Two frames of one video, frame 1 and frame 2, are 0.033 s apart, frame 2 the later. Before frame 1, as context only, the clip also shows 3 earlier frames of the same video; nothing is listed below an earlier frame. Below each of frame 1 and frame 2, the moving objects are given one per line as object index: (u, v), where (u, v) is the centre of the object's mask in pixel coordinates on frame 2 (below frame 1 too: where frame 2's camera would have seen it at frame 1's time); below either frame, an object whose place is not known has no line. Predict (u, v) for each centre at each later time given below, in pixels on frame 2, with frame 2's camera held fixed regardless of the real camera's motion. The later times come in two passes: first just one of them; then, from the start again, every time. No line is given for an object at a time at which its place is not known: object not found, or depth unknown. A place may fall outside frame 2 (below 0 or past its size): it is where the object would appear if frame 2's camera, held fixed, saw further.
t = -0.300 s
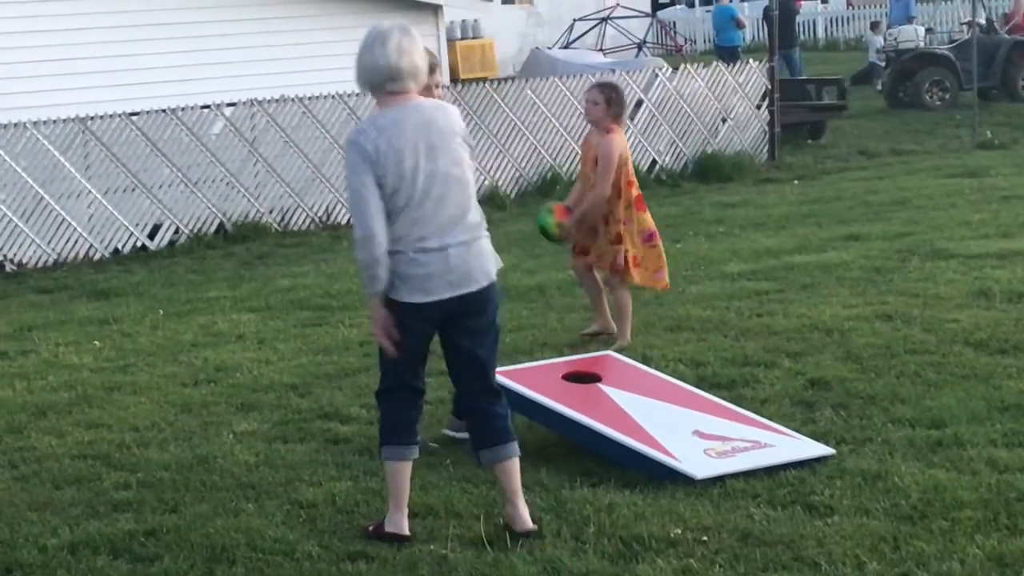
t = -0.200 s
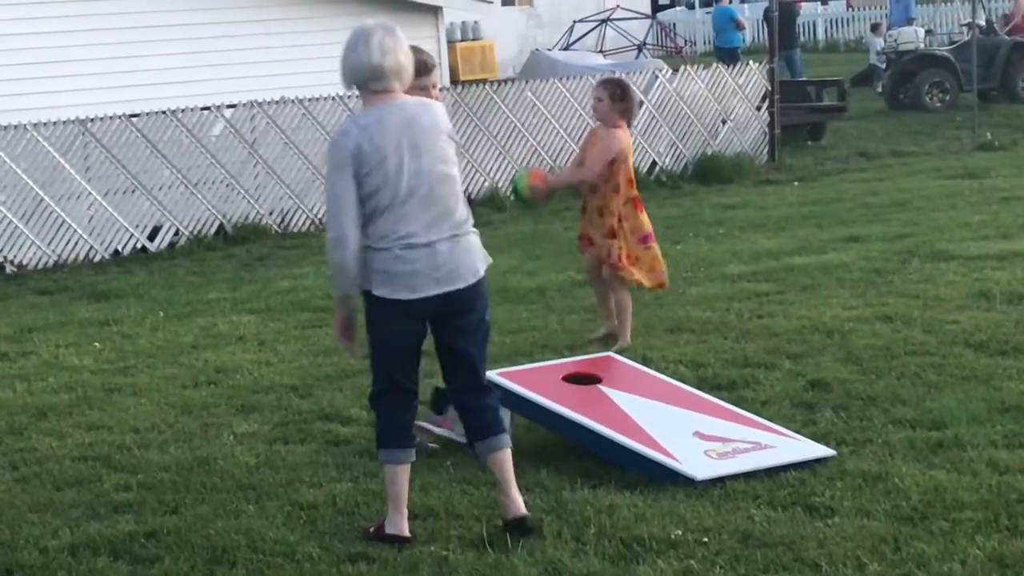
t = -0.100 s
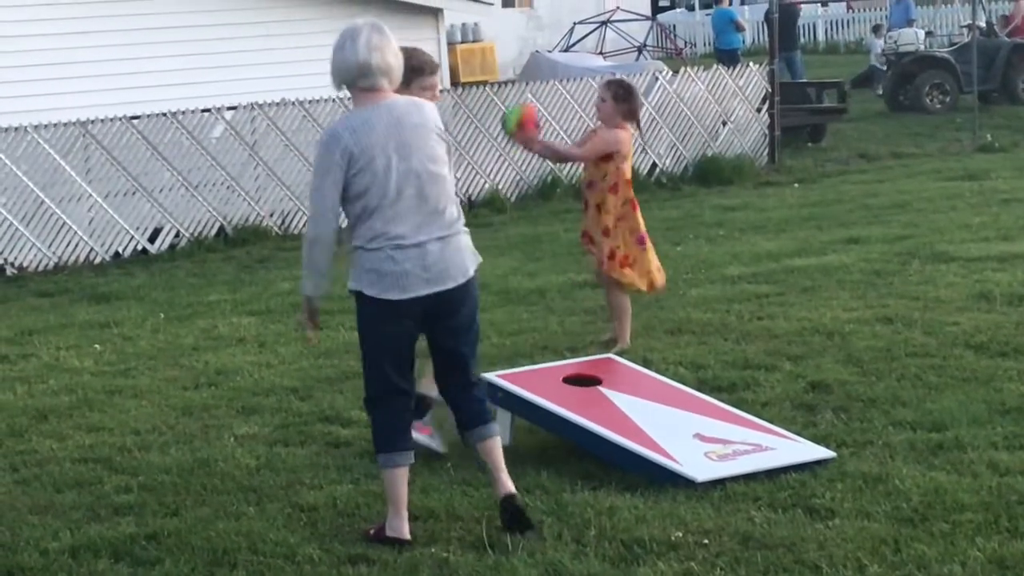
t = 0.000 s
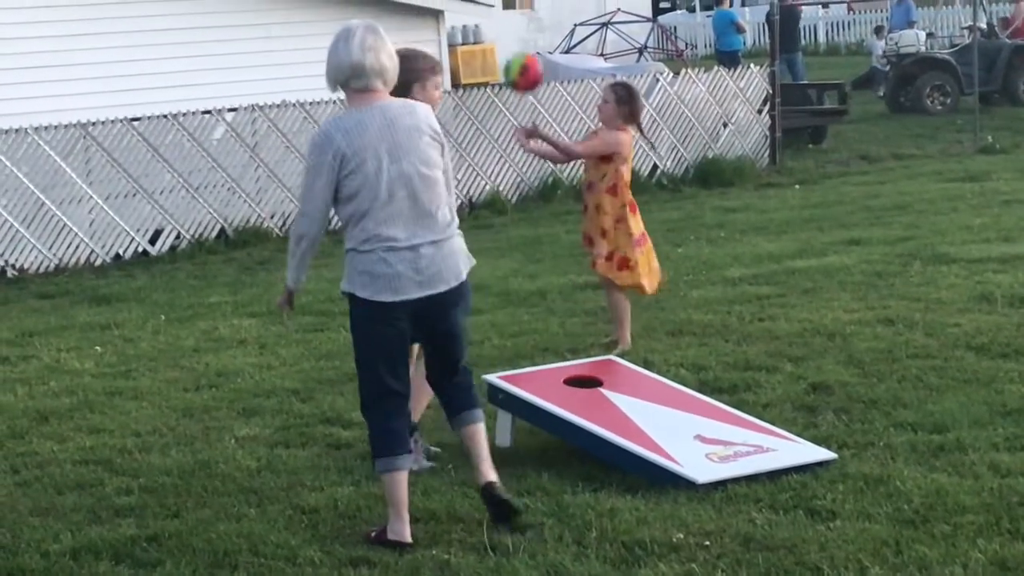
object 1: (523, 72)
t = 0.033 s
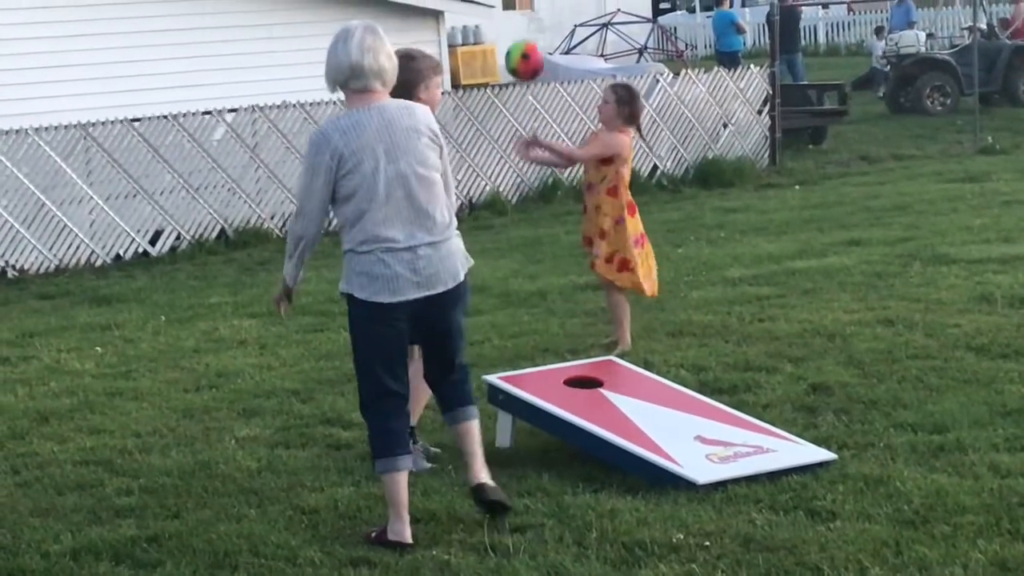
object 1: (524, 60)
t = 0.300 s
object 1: (536, 41)
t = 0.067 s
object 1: (525, 50)
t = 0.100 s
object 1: (527, 42)
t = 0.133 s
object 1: (528, 36)
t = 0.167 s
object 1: (529, 32)
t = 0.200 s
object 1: (531, 31)
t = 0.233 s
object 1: (533, 32)
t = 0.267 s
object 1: (534, 35)
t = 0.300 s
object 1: (536, 41)
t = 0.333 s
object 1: (539, 48)
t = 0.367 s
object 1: (540, 58)
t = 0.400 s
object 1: (543, 70)
